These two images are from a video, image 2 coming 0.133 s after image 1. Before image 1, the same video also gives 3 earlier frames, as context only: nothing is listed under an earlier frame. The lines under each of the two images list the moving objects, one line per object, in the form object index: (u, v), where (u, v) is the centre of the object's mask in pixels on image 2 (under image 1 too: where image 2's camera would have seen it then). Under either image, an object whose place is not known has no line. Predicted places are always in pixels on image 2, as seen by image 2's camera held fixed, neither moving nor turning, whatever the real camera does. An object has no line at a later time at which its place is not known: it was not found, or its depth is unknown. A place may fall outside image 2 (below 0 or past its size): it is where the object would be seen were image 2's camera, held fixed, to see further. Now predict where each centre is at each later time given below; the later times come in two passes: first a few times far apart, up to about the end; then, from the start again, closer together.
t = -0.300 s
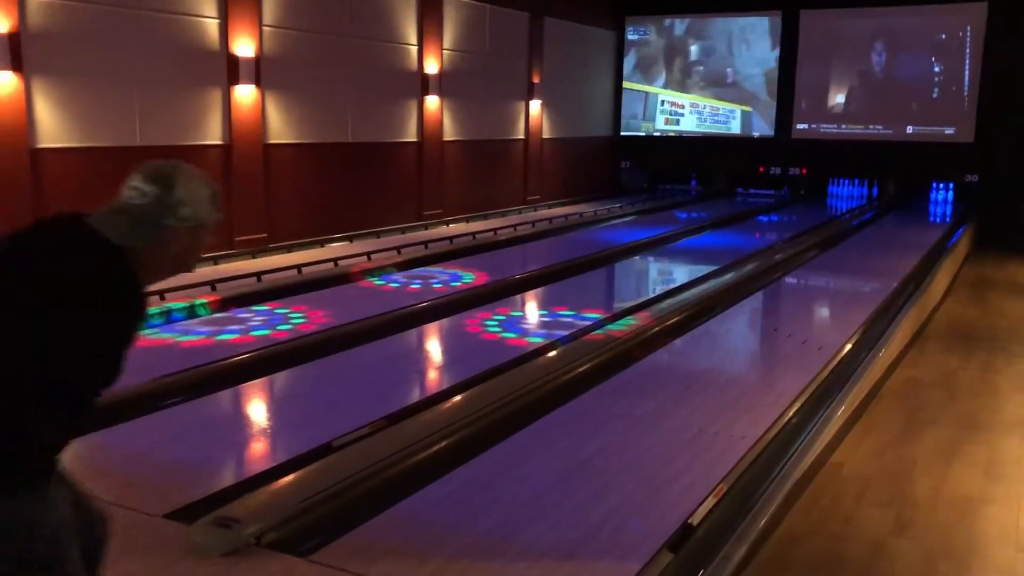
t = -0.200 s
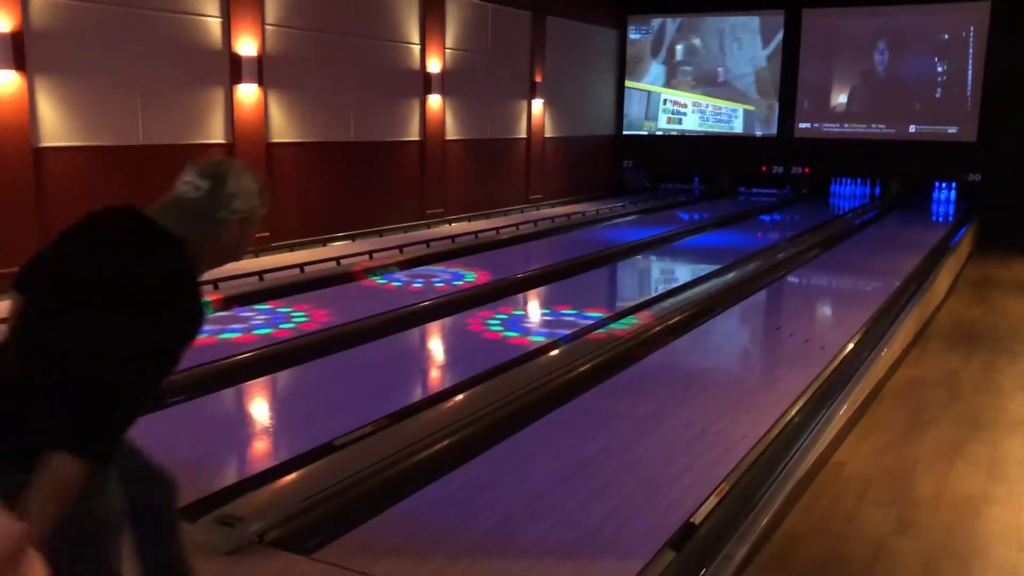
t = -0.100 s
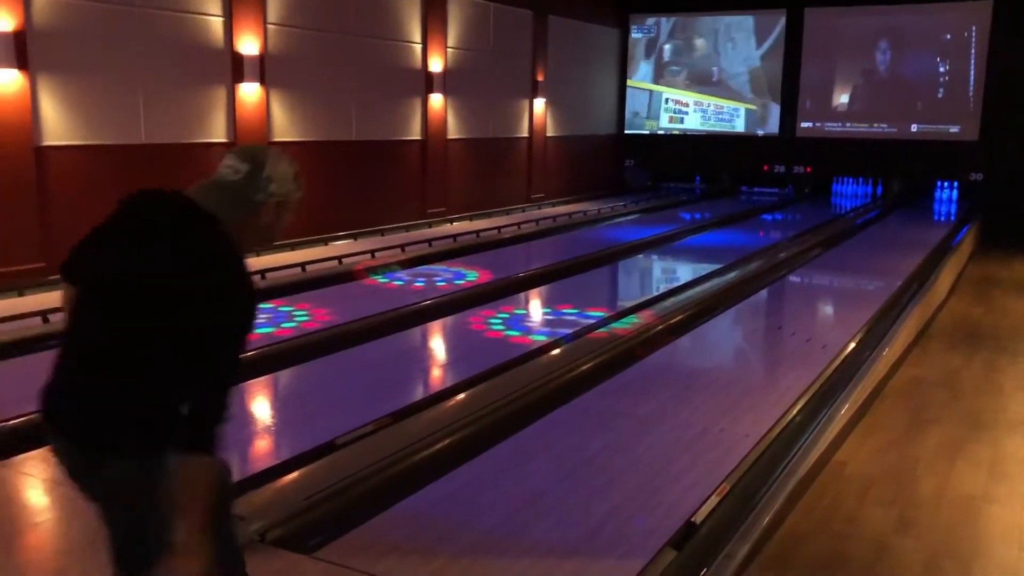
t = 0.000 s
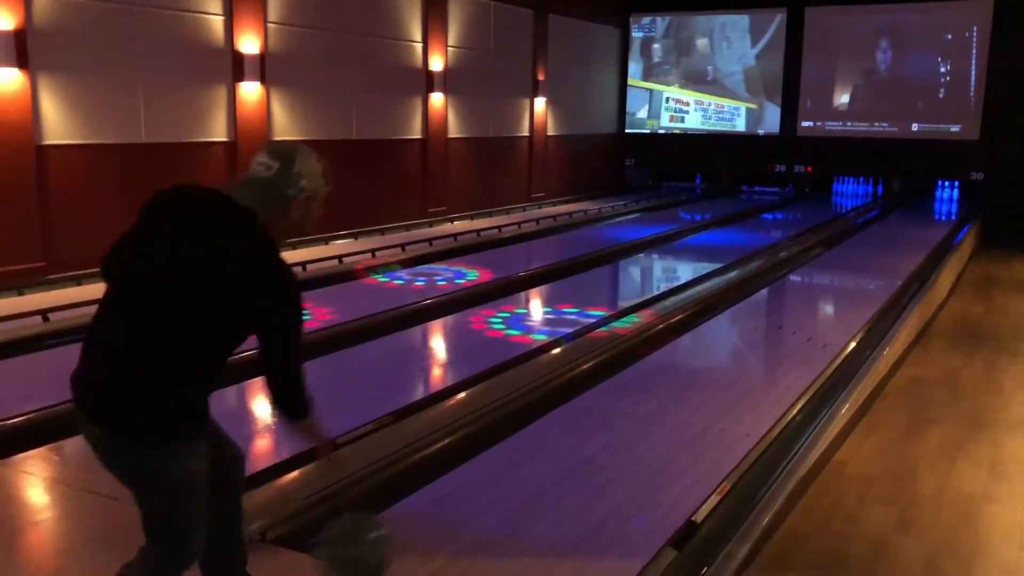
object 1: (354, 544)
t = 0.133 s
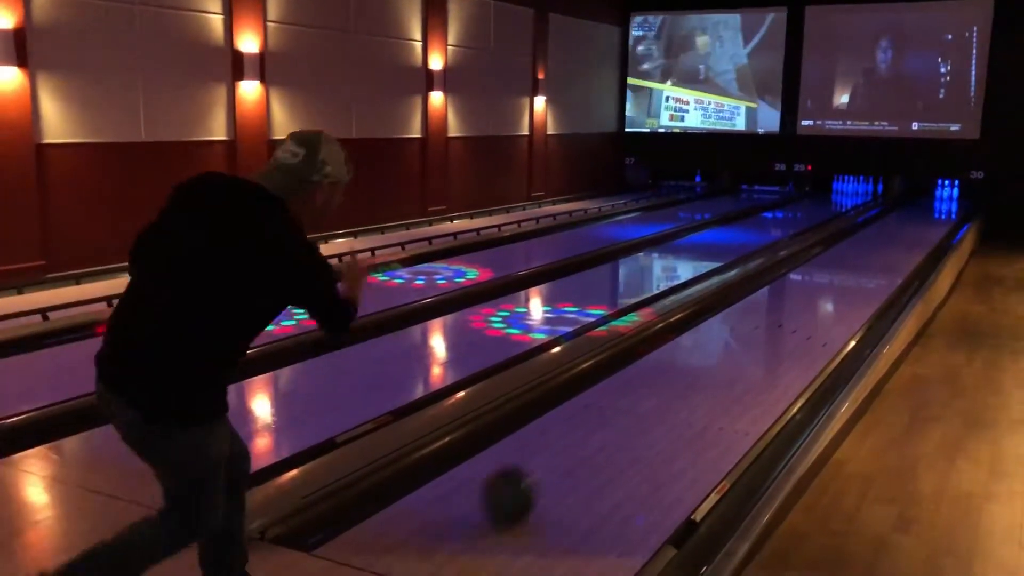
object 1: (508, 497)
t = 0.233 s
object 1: (585, 443)
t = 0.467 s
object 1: (701, 367)
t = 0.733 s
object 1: (780, 315)
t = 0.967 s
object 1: (825, 285)
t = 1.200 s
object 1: (858, 263)
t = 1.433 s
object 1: (883, 246)
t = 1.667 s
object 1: (902, 234)
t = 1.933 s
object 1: (920, 221)
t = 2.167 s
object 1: (938, 214)
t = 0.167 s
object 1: (536, 475)
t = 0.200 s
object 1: (562, 456)
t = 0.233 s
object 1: (585, 443)
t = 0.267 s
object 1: (606, 432)
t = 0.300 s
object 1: (625, 418)
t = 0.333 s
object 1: (643, 407)
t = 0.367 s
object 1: (659, 396)
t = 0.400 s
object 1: (674, 386)
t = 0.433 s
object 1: (689, 377)
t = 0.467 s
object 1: (701, 367)
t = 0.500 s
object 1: (713, 359)
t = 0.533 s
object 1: (725, 351)
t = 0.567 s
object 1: (735, 344)
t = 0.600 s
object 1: (745, 338)
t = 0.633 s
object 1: (754, 331)
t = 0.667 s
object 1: (763, 326)
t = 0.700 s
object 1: (772, 321)
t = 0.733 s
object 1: (780, 315)
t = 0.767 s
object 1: (787, 310)
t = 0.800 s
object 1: (795, 305)
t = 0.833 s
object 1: (801, 301)
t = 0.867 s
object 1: (808, 296)
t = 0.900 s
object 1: (814, 292)
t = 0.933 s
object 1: (820, 288)
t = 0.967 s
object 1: (825, 285)
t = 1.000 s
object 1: (831, 281)
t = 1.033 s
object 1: (836, 278)
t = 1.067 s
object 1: (841, 274)
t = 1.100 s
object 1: (846, 271)
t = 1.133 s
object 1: (851, 268)
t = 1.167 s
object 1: (854, 265)
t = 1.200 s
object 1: (858, 263)
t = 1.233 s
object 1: (863, 260)
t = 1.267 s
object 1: (866, 257)
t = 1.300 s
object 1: (870, 255)
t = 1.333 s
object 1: (873, 253)
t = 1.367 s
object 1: (876, 251)
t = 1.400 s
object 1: (880, 248)
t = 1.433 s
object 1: (883, 246)
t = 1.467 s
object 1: (886, 244)
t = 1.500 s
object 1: (889, 242)
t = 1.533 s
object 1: (891, 241)
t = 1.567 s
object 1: (894, 239)
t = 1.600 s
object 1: (897, 237)
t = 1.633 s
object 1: (900, 235)
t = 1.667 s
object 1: (902, 234)
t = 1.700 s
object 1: (905, 233)
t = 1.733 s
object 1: (907, 230)
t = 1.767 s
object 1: (910, 230)
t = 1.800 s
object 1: (912, 227)
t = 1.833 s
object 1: (914, 226)
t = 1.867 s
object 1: (916, 224)
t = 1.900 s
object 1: (919, 222)
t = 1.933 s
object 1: (920, 221)
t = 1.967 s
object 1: (923, 219)
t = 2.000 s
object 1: (924, 219)
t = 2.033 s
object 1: (927, 218)
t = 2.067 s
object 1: (929, 216)
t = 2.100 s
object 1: (932, 215)
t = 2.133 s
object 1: (934, 214)
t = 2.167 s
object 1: (938, 214)
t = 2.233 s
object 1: (938, 209)
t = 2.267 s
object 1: (939, 208)
